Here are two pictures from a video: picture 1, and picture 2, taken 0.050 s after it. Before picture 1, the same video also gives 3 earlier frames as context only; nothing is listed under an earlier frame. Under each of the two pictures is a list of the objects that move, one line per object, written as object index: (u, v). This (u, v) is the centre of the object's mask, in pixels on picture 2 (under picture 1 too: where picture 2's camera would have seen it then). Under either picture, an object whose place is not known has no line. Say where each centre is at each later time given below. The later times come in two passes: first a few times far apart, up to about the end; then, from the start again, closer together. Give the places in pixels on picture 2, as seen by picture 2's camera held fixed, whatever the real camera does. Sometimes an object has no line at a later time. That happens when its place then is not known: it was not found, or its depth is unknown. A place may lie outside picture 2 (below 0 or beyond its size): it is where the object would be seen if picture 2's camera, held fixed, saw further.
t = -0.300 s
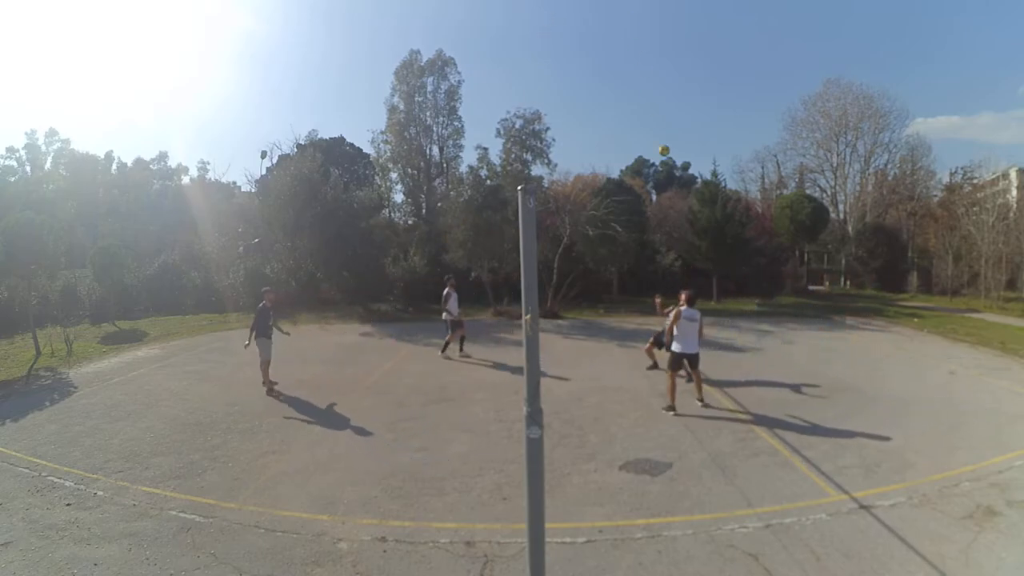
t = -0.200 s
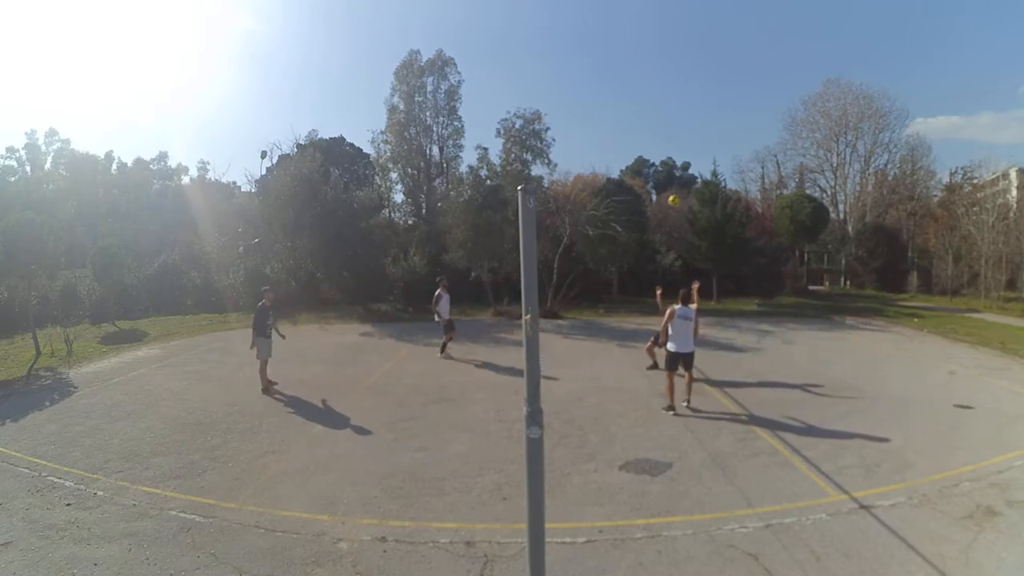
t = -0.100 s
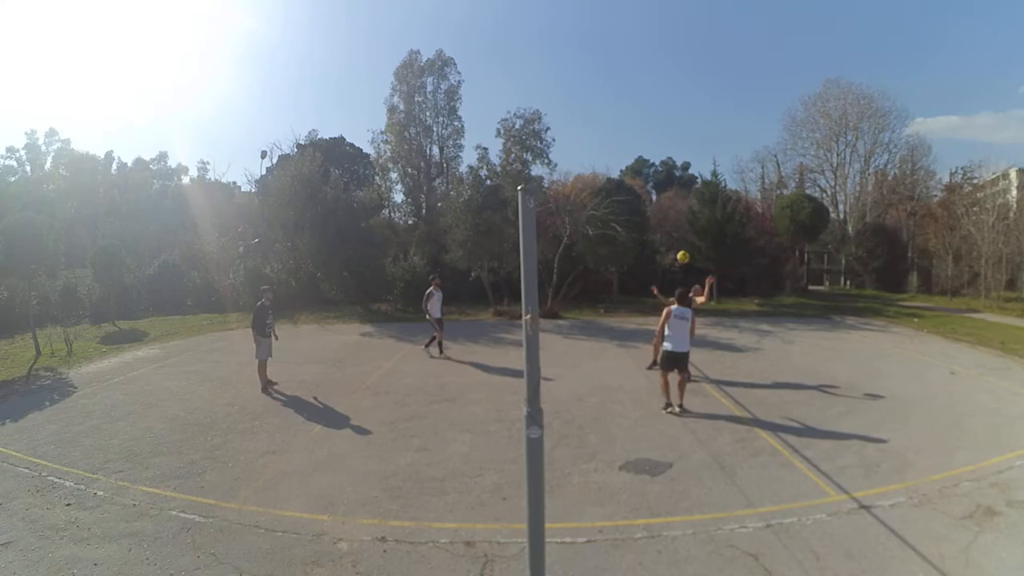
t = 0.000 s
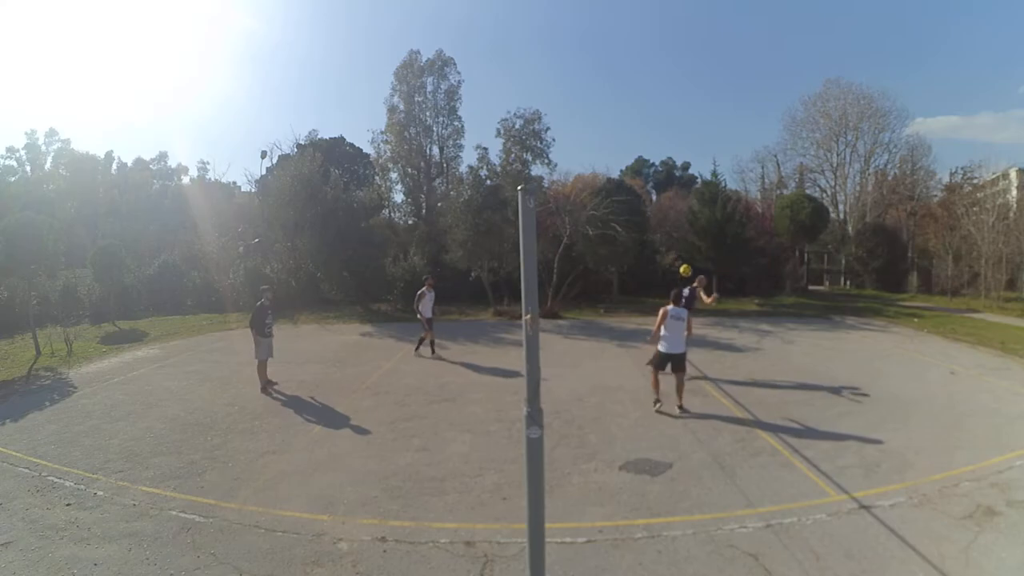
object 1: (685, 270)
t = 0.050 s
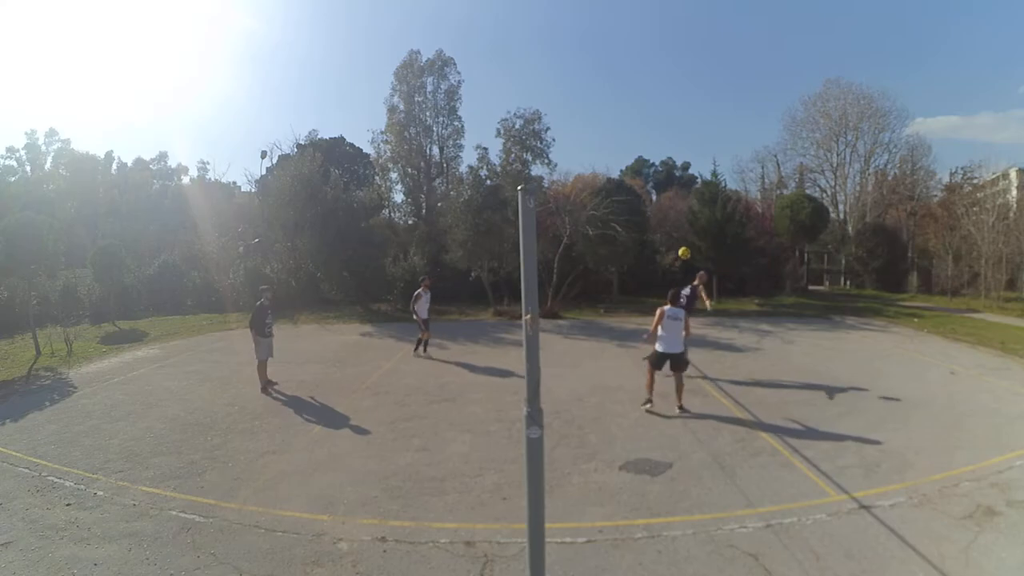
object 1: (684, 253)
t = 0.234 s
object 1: (677, 199)
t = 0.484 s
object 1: (670, 155)
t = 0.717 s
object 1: (663, 142)
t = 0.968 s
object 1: (657, 162)
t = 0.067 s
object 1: (683, 247)
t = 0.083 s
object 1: (683, 242)
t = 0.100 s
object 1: (682, 237)
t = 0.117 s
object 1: (682, 232)
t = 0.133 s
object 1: (681, 226)
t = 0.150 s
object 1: (680, 221)
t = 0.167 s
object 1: (680, 217)
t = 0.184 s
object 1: (679, 212)
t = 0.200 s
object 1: (678, 208)
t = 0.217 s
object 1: (678, 204)
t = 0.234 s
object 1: (677, 199)
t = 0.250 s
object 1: (676, 195)
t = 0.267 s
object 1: (676, 191)
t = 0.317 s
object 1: (674, 181)
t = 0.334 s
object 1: (674, 177)
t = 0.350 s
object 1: (673, 174)
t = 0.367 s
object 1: (672, 171)
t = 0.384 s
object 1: (672, 168)
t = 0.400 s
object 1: (672, 166)
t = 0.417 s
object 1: (671, 163)
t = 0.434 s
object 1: (671, 161)
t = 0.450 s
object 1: (671, 159)
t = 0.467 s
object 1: (670, 157)
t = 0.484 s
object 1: (670, 155)
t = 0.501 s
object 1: (669, 153)
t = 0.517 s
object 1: (669, 151)
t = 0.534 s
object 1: (668, 149)
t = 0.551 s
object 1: (667, 148)
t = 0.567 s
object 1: (667, 147)
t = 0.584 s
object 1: (667, 146)
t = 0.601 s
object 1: (666, 145)
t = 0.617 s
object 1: (666, 144)
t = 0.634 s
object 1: (665, 143)
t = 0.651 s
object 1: (665, 143)
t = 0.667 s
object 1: (664, 142)
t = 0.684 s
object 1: (664, 142)
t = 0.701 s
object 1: (663, 142)
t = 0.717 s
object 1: (663, 142)
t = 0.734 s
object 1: (663, 143)
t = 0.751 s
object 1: (662, 143)
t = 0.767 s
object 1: (662, 144)
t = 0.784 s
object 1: (661, 144)
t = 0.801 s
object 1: (661, 145)
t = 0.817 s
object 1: (660, 146)
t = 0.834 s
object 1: (660, 147)
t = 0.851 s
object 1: (660, 149)
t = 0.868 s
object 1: (659, 150)
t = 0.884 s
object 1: (659, 152)
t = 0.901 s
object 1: (659, 154)
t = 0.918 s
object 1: (658, 156)
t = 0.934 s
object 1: (658, 158)
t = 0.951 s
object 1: (657, 160)
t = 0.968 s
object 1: (657, 162)
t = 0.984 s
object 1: (656, 165)
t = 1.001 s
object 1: (655, 168)
